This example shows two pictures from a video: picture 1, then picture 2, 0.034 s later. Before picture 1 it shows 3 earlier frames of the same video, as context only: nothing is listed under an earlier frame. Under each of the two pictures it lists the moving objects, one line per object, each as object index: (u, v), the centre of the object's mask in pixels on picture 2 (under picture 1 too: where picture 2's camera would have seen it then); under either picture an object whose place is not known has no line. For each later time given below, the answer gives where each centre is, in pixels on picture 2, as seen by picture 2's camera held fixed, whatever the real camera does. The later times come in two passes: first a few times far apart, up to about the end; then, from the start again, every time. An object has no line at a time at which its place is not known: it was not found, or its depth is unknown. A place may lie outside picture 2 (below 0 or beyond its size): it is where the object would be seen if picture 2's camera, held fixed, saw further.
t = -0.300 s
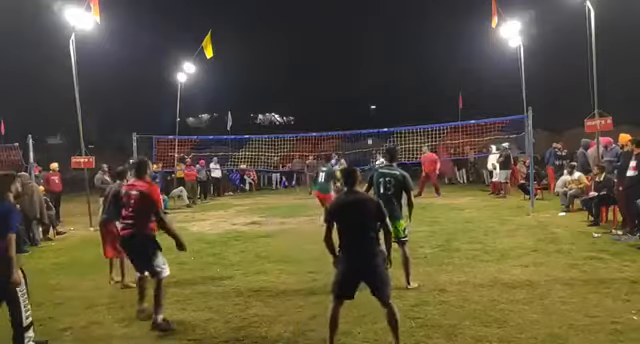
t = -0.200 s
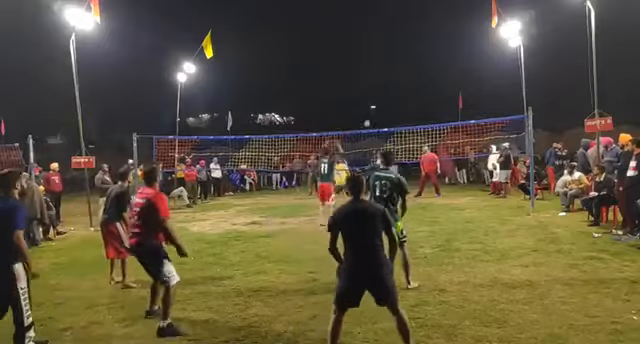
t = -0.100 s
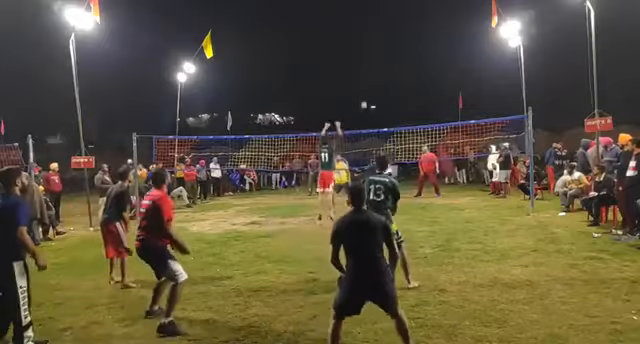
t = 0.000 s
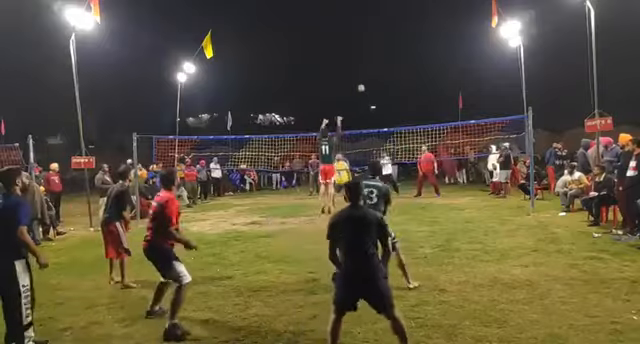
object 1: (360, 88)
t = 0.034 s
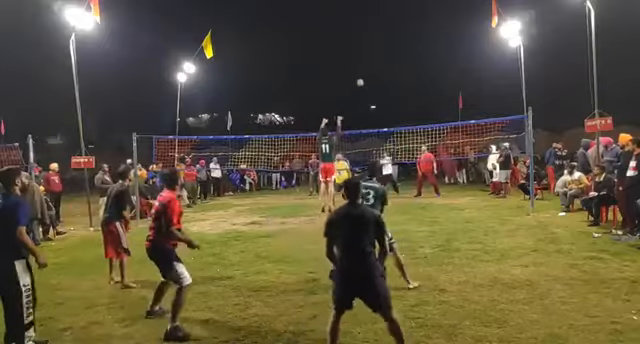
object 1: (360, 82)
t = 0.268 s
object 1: (353, 48)
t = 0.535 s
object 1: (344, 23)
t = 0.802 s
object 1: (335, 25)
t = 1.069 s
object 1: (326, 83)
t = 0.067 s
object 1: (359, 76)
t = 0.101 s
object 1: (358, 71)
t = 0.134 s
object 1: (357, 66)
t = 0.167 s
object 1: (356, 62)
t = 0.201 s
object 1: (355, 57)
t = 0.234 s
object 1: (354, 52)
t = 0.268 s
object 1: (353, 48)
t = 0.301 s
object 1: (351, 44)
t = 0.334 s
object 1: (351, 39)
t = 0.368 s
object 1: (350, 36)
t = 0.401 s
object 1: (349, 33)
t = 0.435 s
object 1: (347, 30)
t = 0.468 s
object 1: (346, 27)
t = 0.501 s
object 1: (345, 24)
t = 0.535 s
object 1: (344, 23)
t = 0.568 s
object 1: (343, 22)
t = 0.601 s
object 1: (342, 20)
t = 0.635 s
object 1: (341, 19)
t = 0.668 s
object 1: (340, 19)
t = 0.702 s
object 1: (339, 20)
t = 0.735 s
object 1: (338, 20)
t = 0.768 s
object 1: (337, 22)
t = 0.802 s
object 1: (335, 25)
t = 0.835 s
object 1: (334, 29)
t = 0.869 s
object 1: (333, 32)
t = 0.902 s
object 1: (332, 38)
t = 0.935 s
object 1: (330, 44)
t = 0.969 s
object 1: (329, 51)
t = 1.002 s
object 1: (328, 60)
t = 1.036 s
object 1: (327, 70)
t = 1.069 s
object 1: (326, 83)
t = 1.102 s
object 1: (324, 96)
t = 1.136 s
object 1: (323, 112)
